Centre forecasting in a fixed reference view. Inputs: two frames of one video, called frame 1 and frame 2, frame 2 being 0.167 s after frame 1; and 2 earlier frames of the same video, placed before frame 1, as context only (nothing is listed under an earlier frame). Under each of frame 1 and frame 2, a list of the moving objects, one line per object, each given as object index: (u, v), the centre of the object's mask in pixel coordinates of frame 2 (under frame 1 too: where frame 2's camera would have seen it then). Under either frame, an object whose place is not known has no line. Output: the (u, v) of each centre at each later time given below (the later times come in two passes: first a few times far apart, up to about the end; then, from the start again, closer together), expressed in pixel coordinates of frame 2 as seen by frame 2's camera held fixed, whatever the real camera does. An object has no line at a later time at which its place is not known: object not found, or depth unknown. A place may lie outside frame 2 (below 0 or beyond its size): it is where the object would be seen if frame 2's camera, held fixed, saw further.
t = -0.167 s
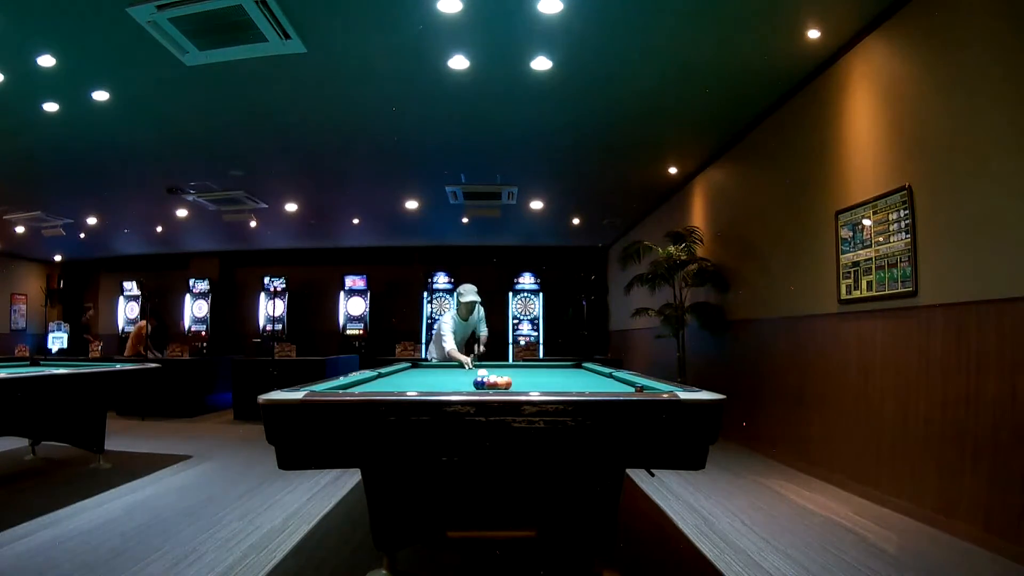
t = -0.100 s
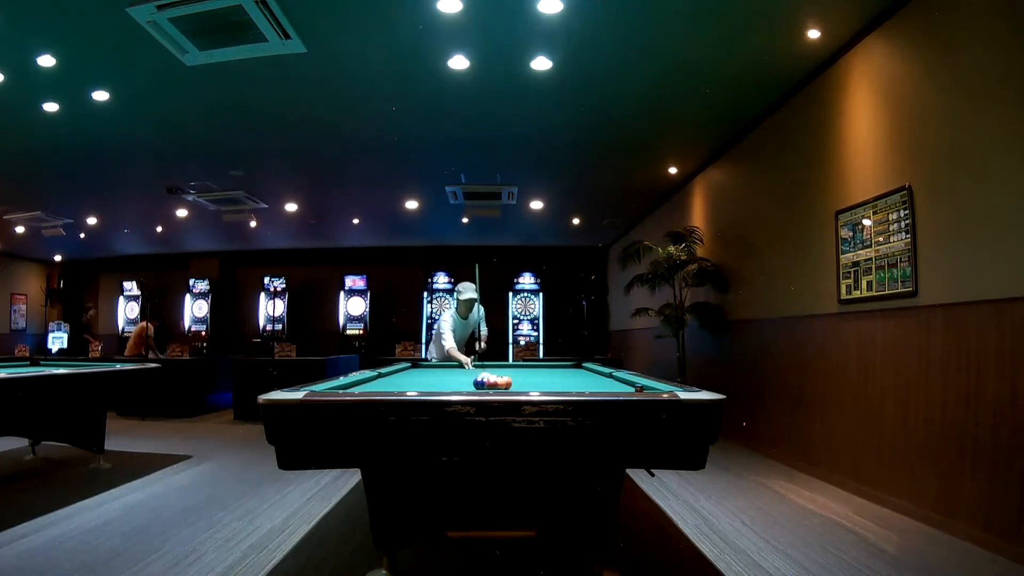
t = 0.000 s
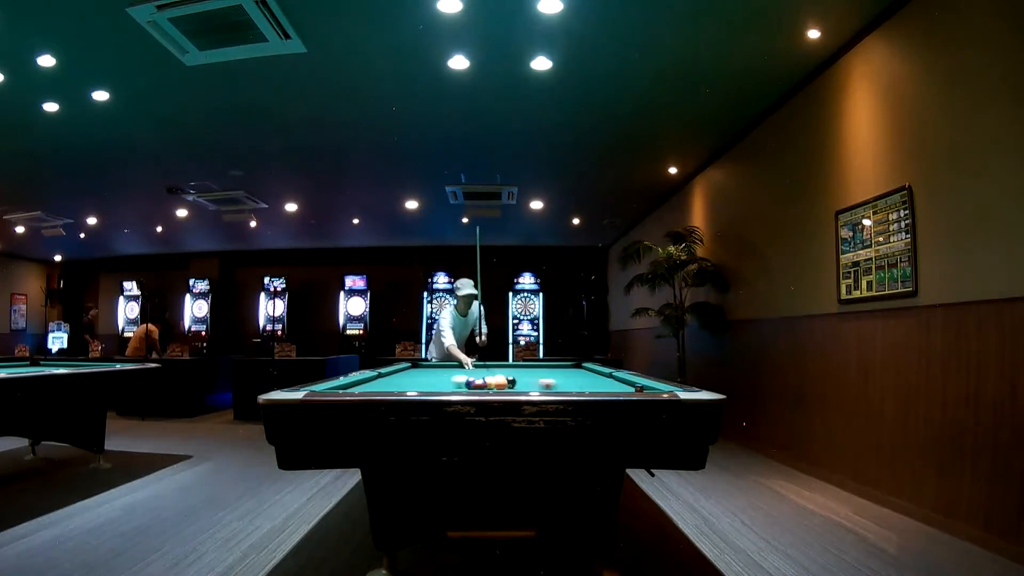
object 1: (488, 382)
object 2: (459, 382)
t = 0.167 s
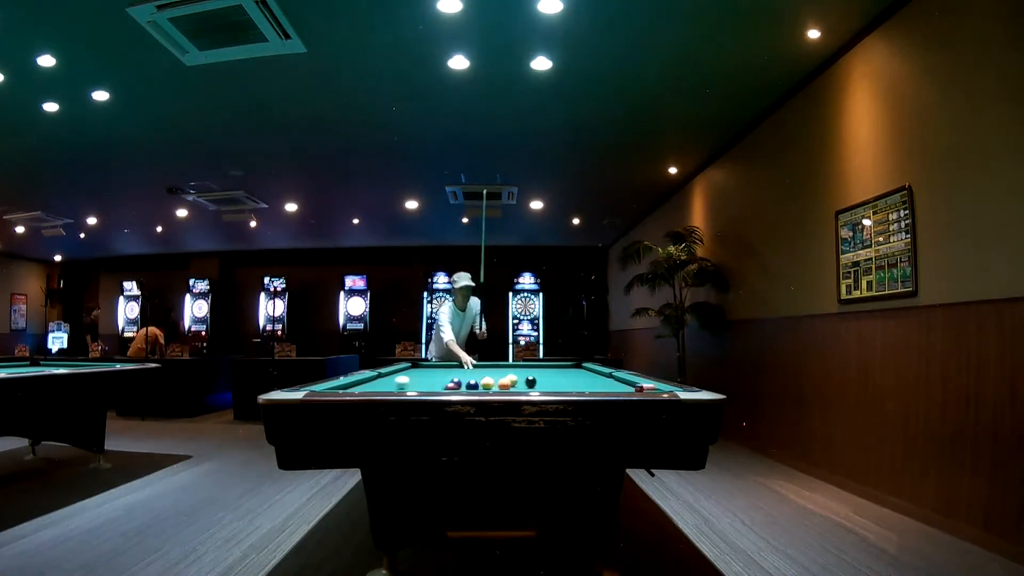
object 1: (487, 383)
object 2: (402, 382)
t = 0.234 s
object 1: (486, 383)
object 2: (382, 382)
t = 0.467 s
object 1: (482, 383)
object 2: (383, 382)
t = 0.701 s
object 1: (478, 384)
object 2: (424, 382)
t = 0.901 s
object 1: (475, 384)
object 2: (458, 380)
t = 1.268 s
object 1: (471, 384)
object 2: (482, 382)
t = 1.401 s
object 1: (471, 384)
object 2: (485, 382)
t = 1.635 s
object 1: (469, 384)
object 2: (491, 383)
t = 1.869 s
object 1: (468, 384)
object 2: (496, 383)
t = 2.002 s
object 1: (468, 384)
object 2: (499, 383)
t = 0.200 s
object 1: (486, 383)
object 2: (389, 382)
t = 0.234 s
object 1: (486, 383)
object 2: (382, 382)
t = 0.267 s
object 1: (485, 383)
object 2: (369, 382)
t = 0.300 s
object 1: (485, 383)
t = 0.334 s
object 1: (485, 383)
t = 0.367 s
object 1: (484, 383)
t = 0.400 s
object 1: (483, 383)
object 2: (372, 382)
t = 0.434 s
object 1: (483, 383)
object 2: (376, 382)
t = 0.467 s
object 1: (482, 383)
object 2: (383, 382)
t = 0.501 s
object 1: (481, 383)
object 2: (390, 382)
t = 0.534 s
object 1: (481, 383)
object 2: (394, 382)
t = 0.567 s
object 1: (480, 383)
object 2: (400, 381)
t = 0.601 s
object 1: (479, 383)
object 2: (407, 379)
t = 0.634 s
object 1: (479, 384)
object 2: (410, 379)
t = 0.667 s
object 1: (478, 384)
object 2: (418, 382)
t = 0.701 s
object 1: (478, 384)
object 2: (424, 382)
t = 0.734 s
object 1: (477, 384)
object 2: (427, 382)
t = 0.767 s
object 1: (477, 384)
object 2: (434, 381)
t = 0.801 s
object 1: (477, 384)
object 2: (441, 380)
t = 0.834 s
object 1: (476, 384)
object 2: (445, 381)
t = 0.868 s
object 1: (476, 382)
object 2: (451, 382)
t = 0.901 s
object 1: (475, 384)
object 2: (458, 380)
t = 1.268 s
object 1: (471, 384)
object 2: (482, 382)
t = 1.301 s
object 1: (471, 384)
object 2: (483, 382)
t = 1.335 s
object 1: (471, 384)
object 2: (483, 382)
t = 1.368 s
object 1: (471, 384)
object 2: (484, 382)
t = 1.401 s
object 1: (471, 384)
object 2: (485, 382)
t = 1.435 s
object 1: (470, 384)
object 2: (486, 382)
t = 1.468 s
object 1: (470, 384)
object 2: (486, 382)
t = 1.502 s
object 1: (470, 384)
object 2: (488, 382)
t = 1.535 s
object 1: (470, 384)
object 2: (488, 383)
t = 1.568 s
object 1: (470, 384)
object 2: (489, 382)
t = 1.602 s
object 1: (469, 384)
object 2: (490, 383)
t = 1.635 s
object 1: (469, 384)
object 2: (491, 383)
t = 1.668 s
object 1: (469, 384)
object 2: (492, 383)
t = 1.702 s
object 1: (469, 384)
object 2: (493, 383)
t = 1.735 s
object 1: (469, 384)
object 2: (493, 383)
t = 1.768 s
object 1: (469, 384)
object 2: (494, 383)
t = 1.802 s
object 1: (468, 384)
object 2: (495, 383)
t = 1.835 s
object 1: (468, 384)
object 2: (496, 383)
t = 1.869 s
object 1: (468, 384)
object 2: (496, 383)
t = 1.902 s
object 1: (468, 384)
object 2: (497, 383)
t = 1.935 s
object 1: (468, 384)
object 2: (498, 383)
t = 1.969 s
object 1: (468, 384)
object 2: (499, 383)
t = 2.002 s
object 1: (468, 384)
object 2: (499, 383)
